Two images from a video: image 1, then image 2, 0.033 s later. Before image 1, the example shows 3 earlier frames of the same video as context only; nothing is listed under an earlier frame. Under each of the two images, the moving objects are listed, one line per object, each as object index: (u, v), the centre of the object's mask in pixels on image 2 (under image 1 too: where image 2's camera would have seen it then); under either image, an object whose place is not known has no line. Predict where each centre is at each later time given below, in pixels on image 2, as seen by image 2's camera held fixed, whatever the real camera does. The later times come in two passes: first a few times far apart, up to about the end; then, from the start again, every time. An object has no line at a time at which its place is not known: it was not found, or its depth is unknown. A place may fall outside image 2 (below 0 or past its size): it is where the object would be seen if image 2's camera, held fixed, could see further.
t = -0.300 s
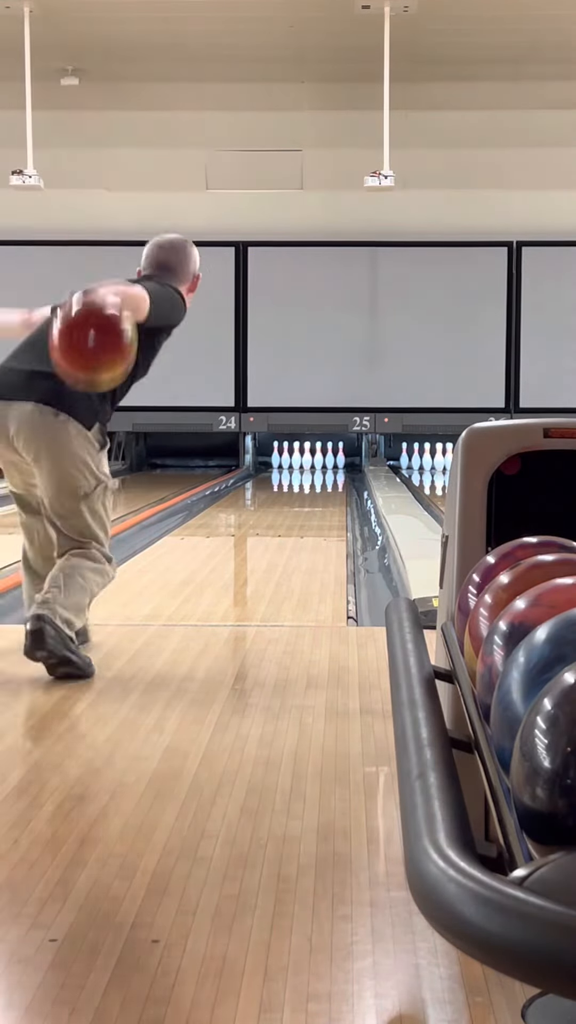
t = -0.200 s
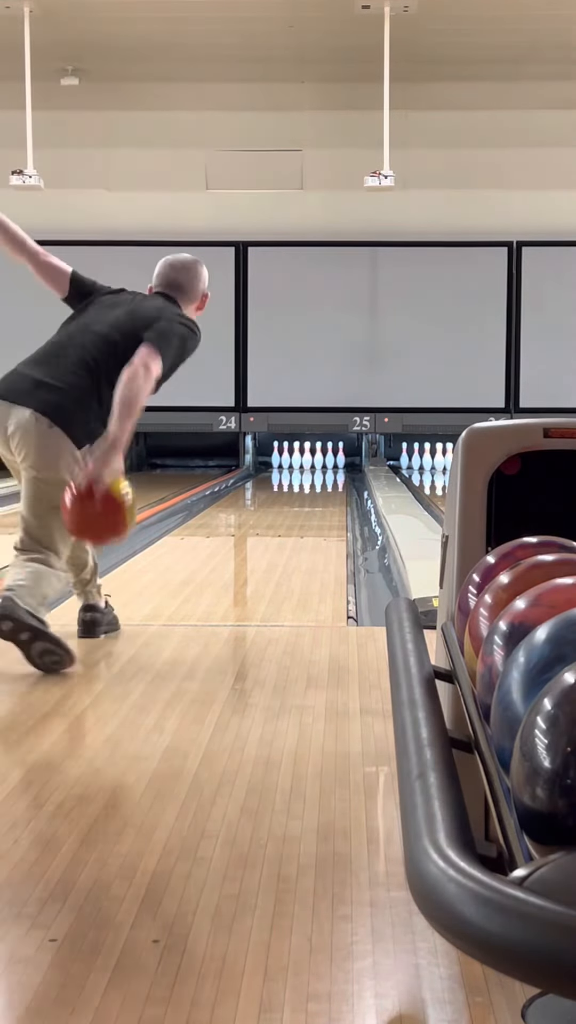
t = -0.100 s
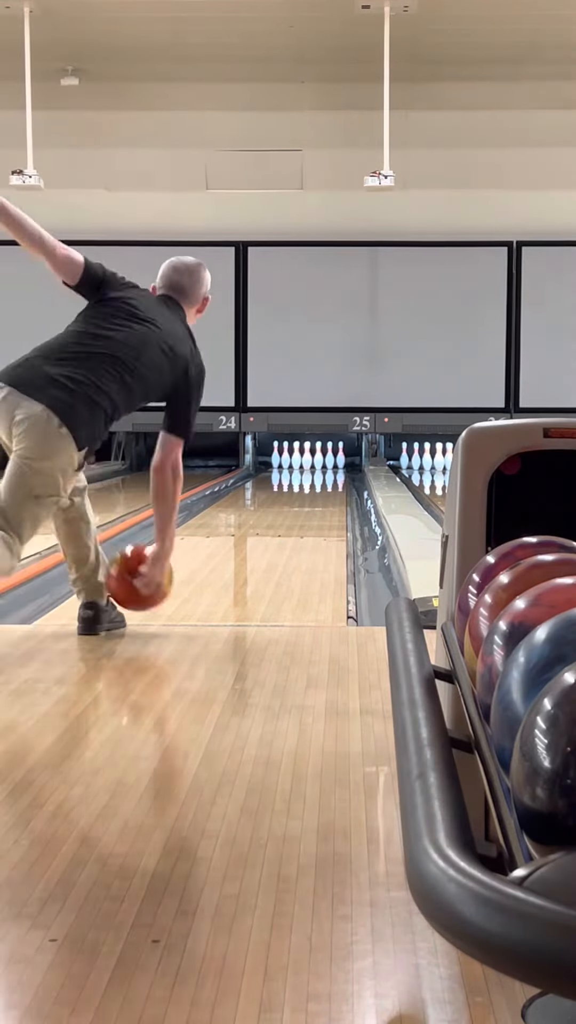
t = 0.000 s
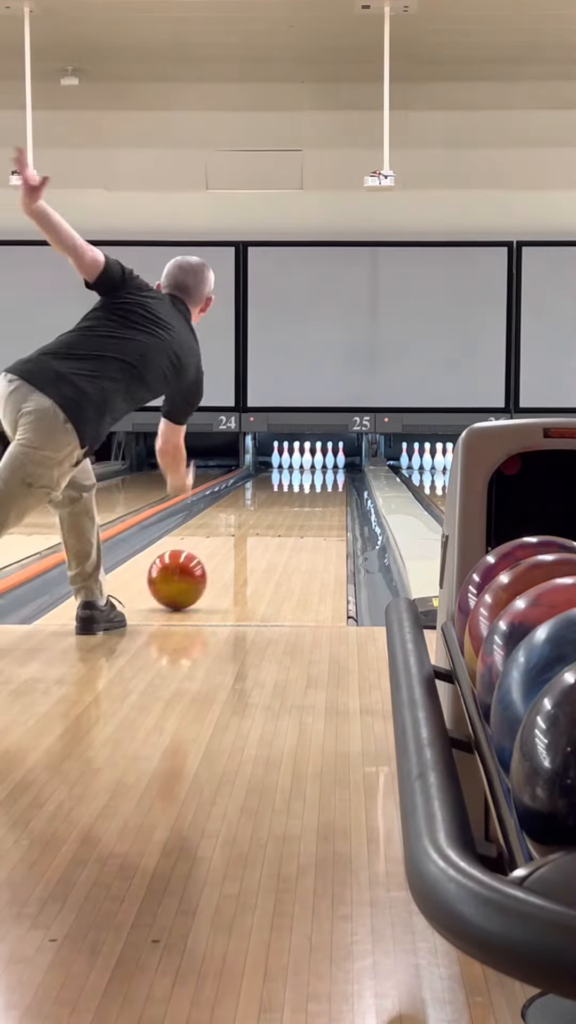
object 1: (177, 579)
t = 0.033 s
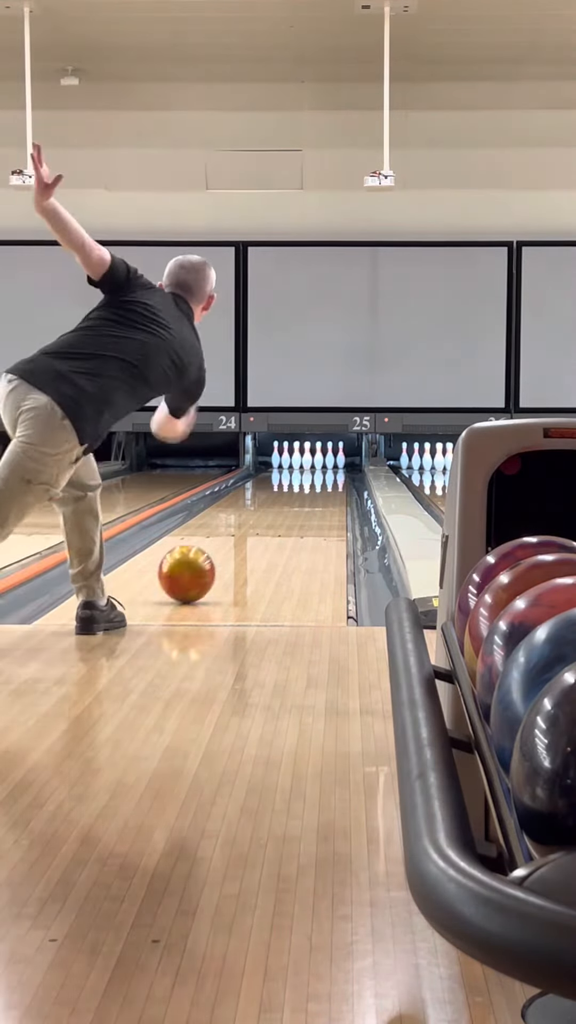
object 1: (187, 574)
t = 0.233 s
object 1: (232, 546)
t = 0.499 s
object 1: (271, 521)
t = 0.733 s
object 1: (293, 507)
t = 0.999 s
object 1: (310, 494)
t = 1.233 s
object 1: (322, 486)
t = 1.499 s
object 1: (329, 479)
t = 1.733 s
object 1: (332, 474)
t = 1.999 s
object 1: (330, 469)
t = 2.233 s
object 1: (322, 466)
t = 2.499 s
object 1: (311, 463)
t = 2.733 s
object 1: (310, 461)
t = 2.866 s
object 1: (307, 461)
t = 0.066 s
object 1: (196, 568)
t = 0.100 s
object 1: (204, 563)
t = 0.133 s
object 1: (212, 558)
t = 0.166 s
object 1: (219, 553)
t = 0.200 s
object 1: (226, 550)
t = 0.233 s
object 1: (232, 546)
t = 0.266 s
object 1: (238, 542)
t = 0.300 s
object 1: (244, 538)
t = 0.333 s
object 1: (249, 535)
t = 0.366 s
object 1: (254, 532)
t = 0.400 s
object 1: (259, 529)
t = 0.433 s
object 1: (263, 527)
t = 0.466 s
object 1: (267, 524)
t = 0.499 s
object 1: (271, 521)
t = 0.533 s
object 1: (275, 519)
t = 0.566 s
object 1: (278, 516)
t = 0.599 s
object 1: (281, 514)
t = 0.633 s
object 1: (285, 512)
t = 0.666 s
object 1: (287, 511)
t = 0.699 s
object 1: (290, 508)
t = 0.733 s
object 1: (293, 507)
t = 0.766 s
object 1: (296, 506)
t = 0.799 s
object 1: (298, 504)
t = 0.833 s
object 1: (301, 502)
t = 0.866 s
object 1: (303, 500)
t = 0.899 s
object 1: (305, 499)
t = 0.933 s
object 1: (307, 497)
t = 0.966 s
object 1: (309, 496)
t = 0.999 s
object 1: (310, 494)
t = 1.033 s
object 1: (312, 493)
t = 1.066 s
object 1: (314, 492)
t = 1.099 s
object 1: (316, 490)
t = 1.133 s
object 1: (317, 490)
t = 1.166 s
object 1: (319, 488)
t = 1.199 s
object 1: (320, 487)
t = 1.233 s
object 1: (322, 486)
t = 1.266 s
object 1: (323, 485)
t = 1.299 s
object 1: (323, 483)
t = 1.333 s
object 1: (324, 482)
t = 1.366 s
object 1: (326, 482)
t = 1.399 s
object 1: (326, 481)
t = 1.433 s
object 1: (328, 480)
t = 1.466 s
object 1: (329, 479)
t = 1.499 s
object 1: (329, 479)
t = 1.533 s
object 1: (330, 478)
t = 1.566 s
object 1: (331, 477)
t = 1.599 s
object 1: (331, 476)
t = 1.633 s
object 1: (331, 476)
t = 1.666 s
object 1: (332, 475)
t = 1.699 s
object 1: (332, 474)
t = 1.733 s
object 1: (332, 474)
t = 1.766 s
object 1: (332, 473)
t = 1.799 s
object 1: (332, 472)
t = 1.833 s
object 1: (332, 472)
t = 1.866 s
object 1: (332, 471)
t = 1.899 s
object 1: (331, 470)
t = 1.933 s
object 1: (331, 470)
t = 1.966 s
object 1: (331, 470)
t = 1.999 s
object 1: (330, 469)
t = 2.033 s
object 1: (329, 469)
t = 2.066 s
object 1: (329, 468)
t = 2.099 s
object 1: (328, 468)
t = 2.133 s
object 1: (326, 467)
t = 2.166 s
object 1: (325, 467)
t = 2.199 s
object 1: (324, 466)
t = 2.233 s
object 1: (322, 466)
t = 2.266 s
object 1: (321, 465)
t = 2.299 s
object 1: (320, 465)
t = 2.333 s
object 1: (318, 465)
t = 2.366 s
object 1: (317, 464)
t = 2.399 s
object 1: (316, 464)
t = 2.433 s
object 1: (314, 463)
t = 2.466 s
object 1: (312, 463)
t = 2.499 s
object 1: (311, 463)
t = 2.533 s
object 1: (311, 463)
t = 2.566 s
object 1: (311, 463)
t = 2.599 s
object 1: (310, 462)
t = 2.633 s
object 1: (310, 462)
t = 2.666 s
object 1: (310, 462)
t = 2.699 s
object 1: (310, 461)
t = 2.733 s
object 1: (310, 461)
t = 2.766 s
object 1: (310, 461)
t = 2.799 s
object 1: (308, 461)
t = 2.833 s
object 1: (308, 461)
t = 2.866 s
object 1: (307, 461)
